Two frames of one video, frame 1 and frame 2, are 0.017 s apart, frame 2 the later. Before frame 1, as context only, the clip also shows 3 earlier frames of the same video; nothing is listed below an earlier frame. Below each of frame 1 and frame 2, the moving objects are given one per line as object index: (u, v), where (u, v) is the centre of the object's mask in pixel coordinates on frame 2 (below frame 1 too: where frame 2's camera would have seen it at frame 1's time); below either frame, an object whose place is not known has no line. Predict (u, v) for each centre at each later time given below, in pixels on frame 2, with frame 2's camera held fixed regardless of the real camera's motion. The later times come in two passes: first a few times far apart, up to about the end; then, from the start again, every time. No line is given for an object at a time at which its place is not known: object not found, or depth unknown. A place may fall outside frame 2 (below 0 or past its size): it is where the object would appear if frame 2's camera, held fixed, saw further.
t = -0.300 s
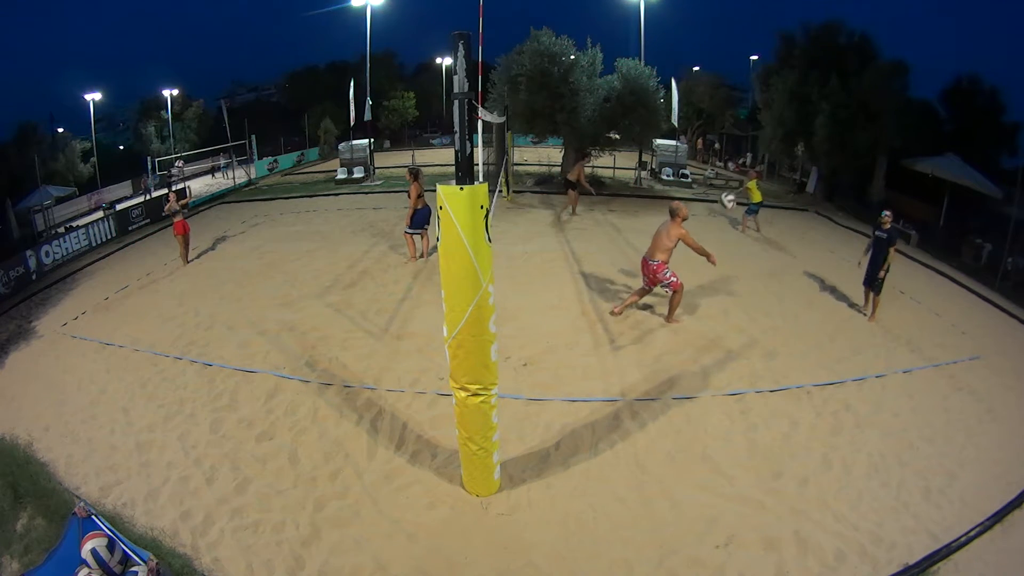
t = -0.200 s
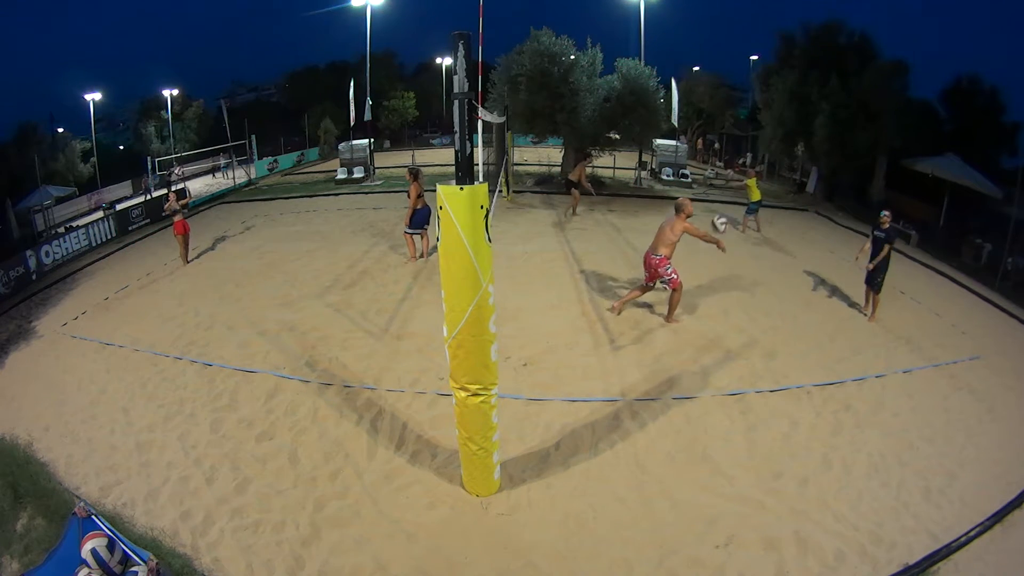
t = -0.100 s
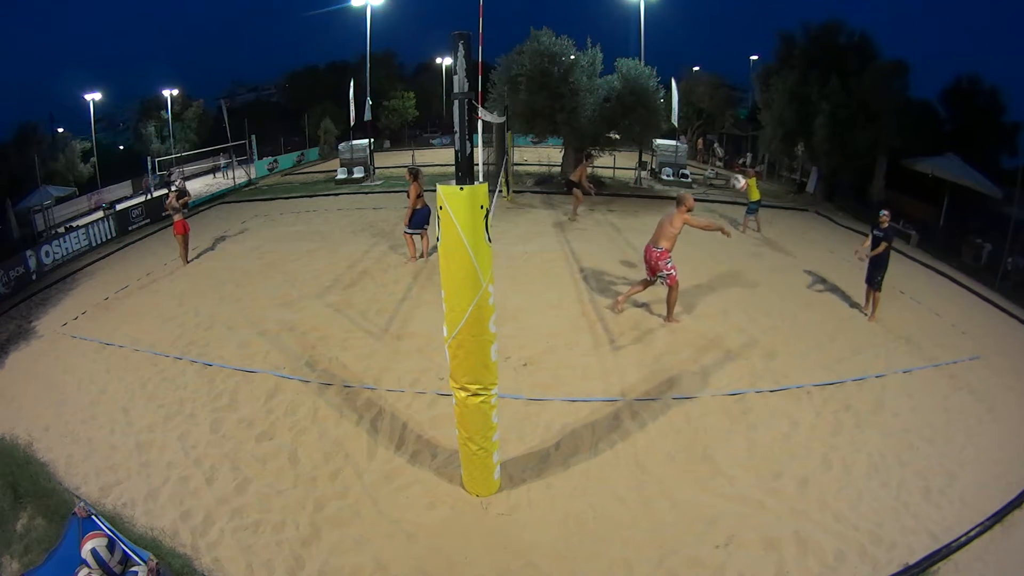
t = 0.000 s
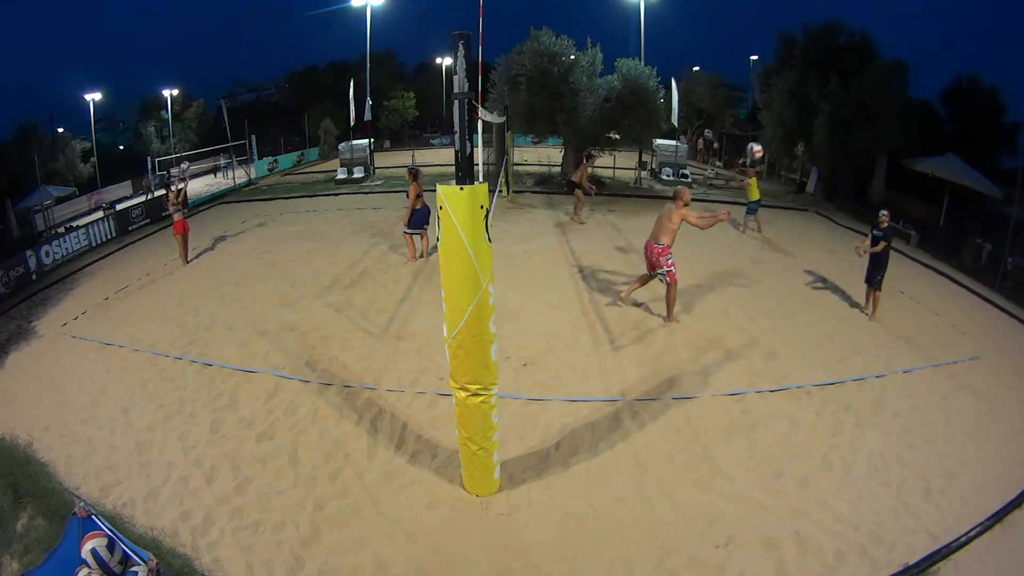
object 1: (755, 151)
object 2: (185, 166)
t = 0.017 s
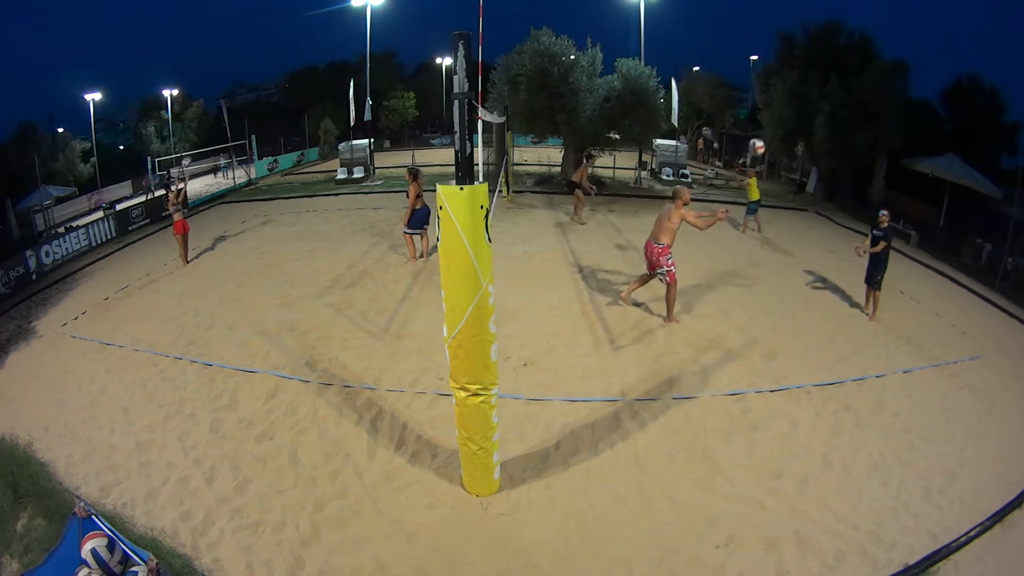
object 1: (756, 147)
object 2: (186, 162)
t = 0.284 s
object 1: (789, 106)
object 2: (222, 101)
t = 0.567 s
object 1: (815, 121)
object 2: (268, 74)
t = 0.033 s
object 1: (759, 143)
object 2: (189, 158)
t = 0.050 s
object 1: (761, 138)
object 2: (190, 152)
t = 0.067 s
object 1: (763, 135)
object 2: (192, 148)
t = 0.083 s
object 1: (766, 131)
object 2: (194, 143)
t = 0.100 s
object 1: (768, 127)
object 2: (196, 139)
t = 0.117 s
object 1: (770, 125)
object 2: (198, 135)
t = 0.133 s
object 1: (772, 122)
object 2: (201, 131)
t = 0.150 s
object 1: (774, 119)
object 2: (203, 127)
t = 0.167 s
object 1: (776, 117)
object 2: (205, 124)
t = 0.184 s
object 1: (778, 115)
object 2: (207, 120)
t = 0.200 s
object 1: (780, 113)
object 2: (209, 116)
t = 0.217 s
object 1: (782, 111)
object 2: (212, 113)
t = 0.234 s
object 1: (784, 110)
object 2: (214, 109)
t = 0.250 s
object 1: (786, 108)
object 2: (216, 107)
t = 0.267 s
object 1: (787, 107)
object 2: (218, 104)
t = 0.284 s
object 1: (789, 106)
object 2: (222, 101)
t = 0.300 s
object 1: (791, 106)
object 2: (224, 98)
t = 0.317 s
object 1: (793, 105)
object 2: (226, 96)
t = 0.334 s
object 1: (794, 105)
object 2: (229, 93)
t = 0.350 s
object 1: (796, 105)
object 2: (232, 91)
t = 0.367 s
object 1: (797, 105)
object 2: (234, 89)
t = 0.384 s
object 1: (799, 106)
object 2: (238, 87)
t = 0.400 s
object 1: (801, 106)
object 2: (240, 85)
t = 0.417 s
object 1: (802, 107)
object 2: (242, 83)
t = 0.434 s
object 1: (804, 108)
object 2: (246, 81)
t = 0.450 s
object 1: (805, 109)
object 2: (248, 80)
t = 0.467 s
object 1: (807, 110)
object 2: (251, 79)
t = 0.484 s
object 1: (808, 111)
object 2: (254, 78)
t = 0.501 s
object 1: (810, 113)
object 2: (256, 77)
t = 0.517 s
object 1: (811, 114)
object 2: (259, 76)
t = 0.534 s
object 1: (813, 116)
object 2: (262, 75)
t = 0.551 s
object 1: (814, 119)
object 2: (265, 75)
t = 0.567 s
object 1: (815, 121)
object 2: (268, 74)
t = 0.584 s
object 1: (816, 124)
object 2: (271, 74)
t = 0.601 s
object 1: (818, 126)
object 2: (274, 74)
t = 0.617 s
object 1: (819, 128)
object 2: (277, 74)
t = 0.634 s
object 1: (820, 132)
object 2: (280, 74)
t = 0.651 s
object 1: (821, 135)
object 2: (283, 74)
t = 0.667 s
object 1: (822, 138)
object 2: (285, 74)
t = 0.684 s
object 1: (823, 141)
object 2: (289, 75)
